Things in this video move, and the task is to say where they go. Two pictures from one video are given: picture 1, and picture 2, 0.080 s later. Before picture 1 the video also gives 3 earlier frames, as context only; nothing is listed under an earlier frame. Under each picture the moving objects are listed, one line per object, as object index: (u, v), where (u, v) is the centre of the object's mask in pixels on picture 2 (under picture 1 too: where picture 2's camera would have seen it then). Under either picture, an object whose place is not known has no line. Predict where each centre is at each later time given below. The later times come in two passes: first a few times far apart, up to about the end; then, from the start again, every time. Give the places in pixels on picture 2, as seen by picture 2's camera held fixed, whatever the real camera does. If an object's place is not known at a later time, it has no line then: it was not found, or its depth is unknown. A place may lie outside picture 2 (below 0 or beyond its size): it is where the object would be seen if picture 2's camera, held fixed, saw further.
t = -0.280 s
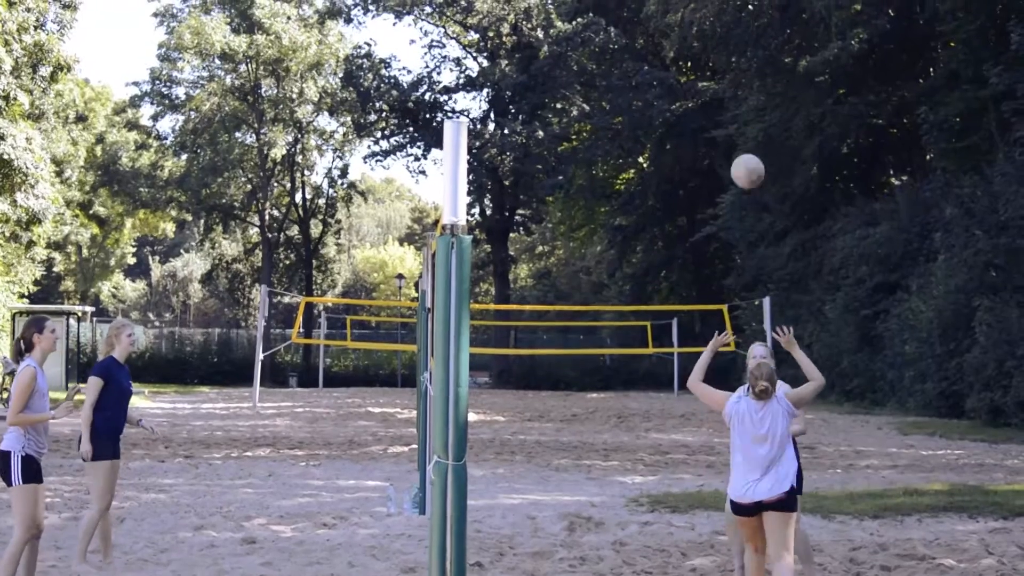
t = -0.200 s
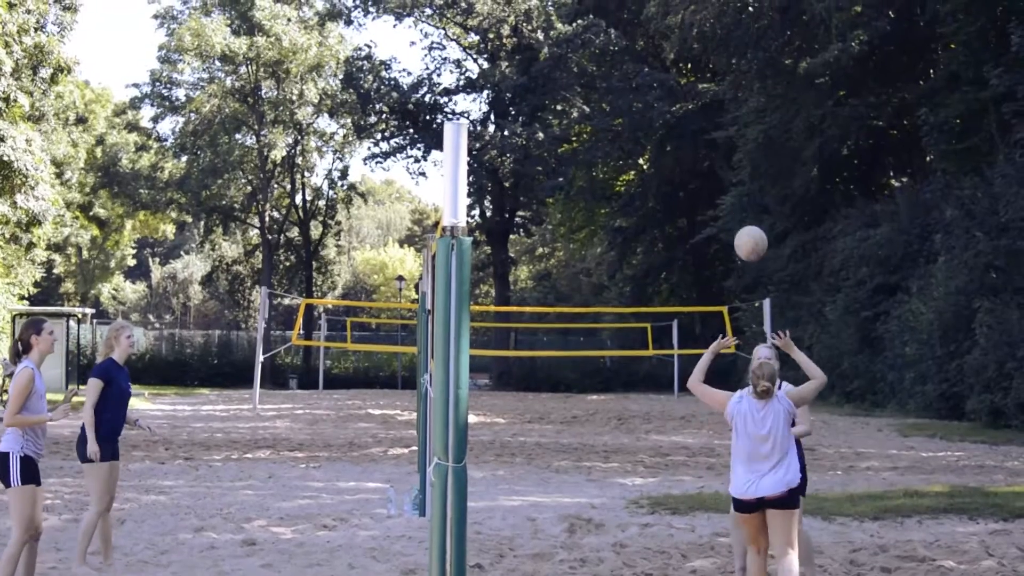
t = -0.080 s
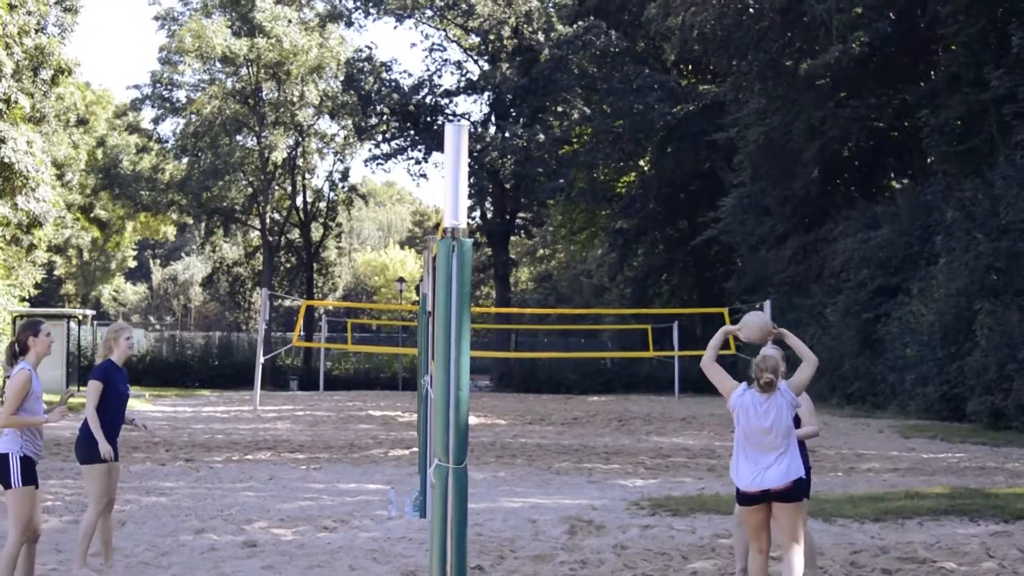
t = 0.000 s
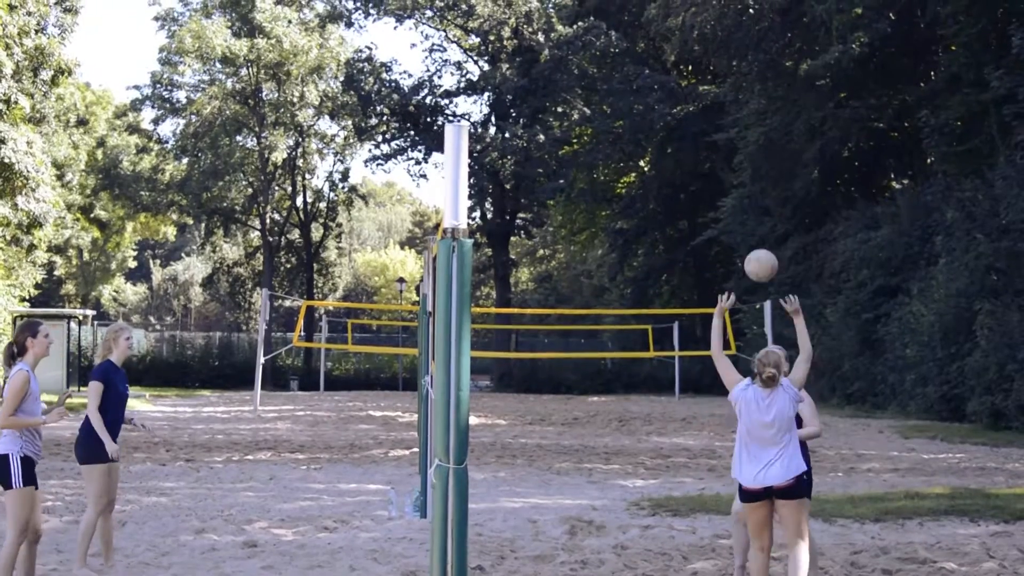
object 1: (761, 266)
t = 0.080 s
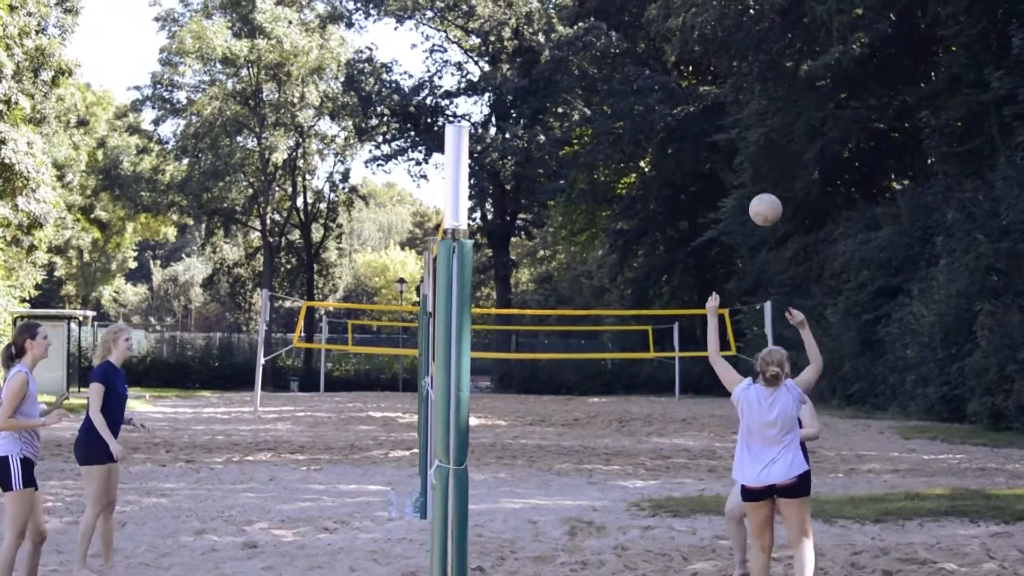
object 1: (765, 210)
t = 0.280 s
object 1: (775, 113)
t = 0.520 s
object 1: (785, 80)
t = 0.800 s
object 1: (794, 150)
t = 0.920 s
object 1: (796, 214)
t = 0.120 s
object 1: (768, 185)
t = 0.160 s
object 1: (769, 163)
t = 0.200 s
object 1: (771, 144)
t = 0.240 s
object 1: (773, 127)
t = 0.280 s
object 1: (775, 113)
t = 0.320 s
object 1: (777, 101)
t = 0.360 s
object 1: (778, 92)
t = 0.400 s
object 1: (780, 86)
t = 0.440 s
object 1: (782, 82)
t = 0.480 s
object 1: (783, 80)
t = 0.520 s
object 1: (785, 80)
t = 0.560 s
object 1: (786, 83)
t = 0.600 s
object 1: (788, 89)
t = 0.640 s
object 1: (789, 96)
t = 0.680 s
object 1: (791, 106)
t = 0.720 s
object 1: (792, 119)
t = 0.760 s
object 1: (793, 133)
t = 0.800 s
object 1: (794, 150)
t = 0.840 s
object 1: (795, 169)
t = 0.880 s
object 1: (795, 191)
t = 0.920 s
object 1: (796, 214)
